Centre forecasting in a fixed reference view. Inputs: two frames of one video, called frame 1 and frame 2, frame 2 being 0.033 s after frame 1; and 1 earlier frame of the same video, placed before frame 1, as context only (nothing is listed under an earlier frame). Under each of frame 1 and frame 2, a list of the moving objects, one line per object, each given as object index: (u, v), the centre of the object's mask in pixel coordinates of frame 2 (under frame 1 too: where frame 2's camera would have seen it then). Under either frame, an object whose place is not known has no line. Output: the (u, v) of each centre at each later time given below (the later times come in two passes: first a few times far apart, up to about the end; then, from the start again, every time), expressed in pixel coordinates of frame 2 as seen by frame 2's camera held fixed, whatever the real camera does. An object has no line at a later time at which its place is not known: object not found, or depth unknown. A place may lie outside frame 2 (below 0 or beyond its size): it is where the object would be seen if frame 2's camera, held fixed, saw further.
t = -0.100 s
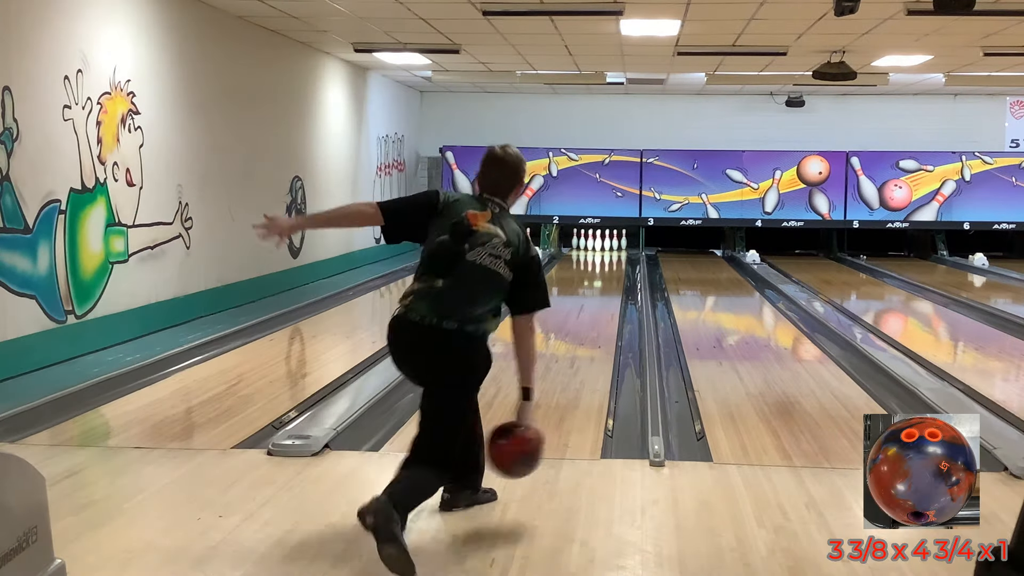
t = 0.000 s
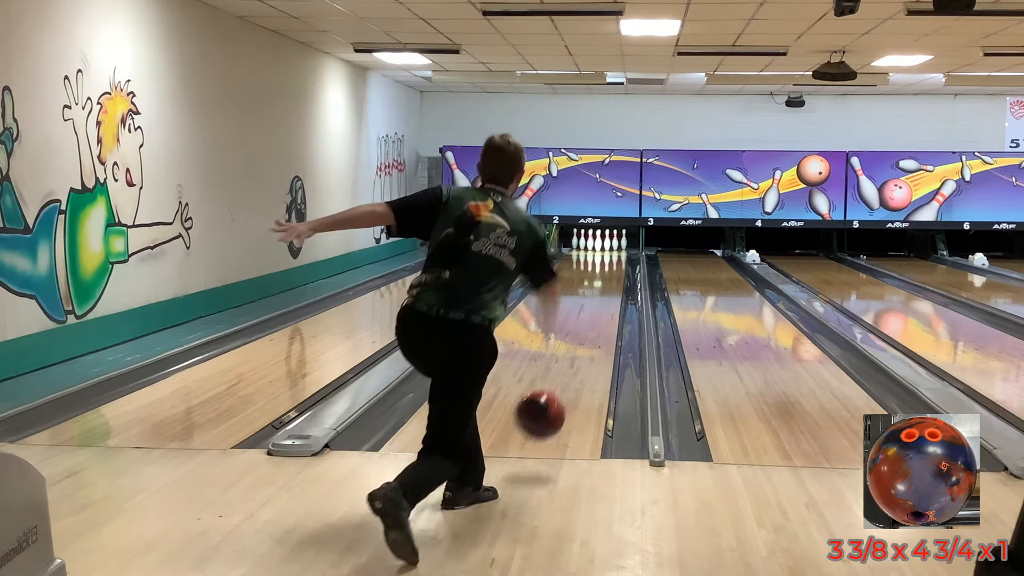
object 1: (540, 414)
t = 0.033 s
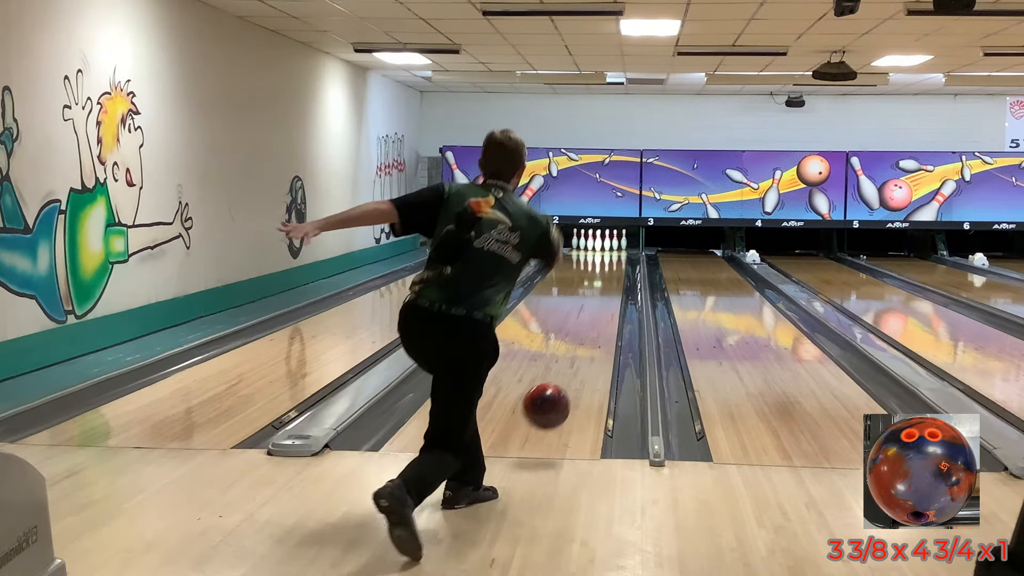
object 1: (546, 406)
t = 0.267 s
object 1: (576, 379)
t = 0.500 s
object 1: (594, 340)
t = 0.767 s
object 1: (605, 311)
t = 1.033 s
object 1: (611, 291)
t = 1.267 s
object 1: (614, 279)
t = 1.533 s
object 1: (615, 267)
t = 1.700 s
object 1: (615, 262)
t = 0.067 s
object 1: (552, 400)
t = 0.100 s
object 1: (557, 398)
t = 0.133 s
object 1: (561, 397)
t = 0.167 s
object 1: (565, 398)
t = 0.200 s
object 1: (570, 394)
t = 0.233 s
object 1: (573, 386)
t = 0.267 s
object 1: (576, 379)
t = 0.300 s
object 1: (579, 372)
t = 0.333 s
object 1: (582, 366)
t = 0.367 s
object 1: (585, 360)
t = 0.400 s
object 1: (587, 354)
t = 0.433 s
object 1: (590, 349)
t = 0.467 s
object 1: (592, 344)
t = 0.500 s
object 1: (594, 340)
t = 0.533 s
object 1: (596, 336)
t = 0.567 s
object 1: (597, 332)
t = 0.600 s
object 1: (599, 328)
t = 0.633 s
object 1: (600, 324)
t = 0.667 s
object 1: (602, 320)
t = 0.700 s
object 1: (603, 317)
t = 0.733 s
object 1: (604, 314)
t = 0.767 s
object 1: (605, 311)
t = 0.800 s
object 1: (606, 308)
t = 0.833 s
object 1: (607, 306)
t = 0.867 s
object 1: (608, 303)
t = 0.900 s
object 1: (608, 301)
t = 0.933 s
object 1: (609, 298)
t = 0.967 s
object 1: (610, 296)
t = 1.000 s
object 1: (611, 294)
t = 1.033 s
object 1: (611, 291)
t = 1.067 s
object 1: (612, 289)
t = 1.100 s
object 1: (612, 287)
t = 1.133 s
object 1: (613, 286)
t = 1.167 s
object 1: (613, 284)
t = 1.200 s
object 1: (613, 282)
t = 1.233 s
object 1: (614, 280)
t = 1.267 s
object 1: (614, 279)
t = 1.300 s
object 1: (614, 277)
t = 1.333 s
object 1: (614, 276)
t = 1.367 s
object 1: (615, 274)
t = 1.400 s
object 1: (615, 273)
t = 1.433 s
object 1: (615, 271)
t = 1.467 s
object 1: (615, 270)
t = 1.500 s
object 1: (615, 269)
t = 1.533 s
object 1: (615, 267)
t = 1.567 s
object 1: (615, 266)
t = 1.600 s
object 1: (615, 265)
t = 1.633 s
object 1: (615, 264)
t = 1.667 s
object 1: (615, 263)
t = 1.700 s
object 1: (615, 262)
